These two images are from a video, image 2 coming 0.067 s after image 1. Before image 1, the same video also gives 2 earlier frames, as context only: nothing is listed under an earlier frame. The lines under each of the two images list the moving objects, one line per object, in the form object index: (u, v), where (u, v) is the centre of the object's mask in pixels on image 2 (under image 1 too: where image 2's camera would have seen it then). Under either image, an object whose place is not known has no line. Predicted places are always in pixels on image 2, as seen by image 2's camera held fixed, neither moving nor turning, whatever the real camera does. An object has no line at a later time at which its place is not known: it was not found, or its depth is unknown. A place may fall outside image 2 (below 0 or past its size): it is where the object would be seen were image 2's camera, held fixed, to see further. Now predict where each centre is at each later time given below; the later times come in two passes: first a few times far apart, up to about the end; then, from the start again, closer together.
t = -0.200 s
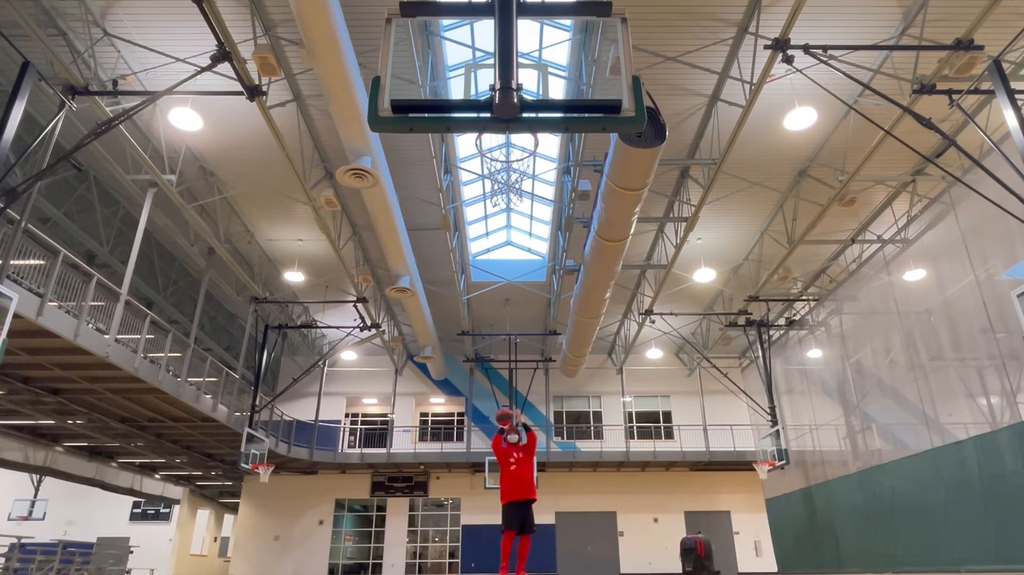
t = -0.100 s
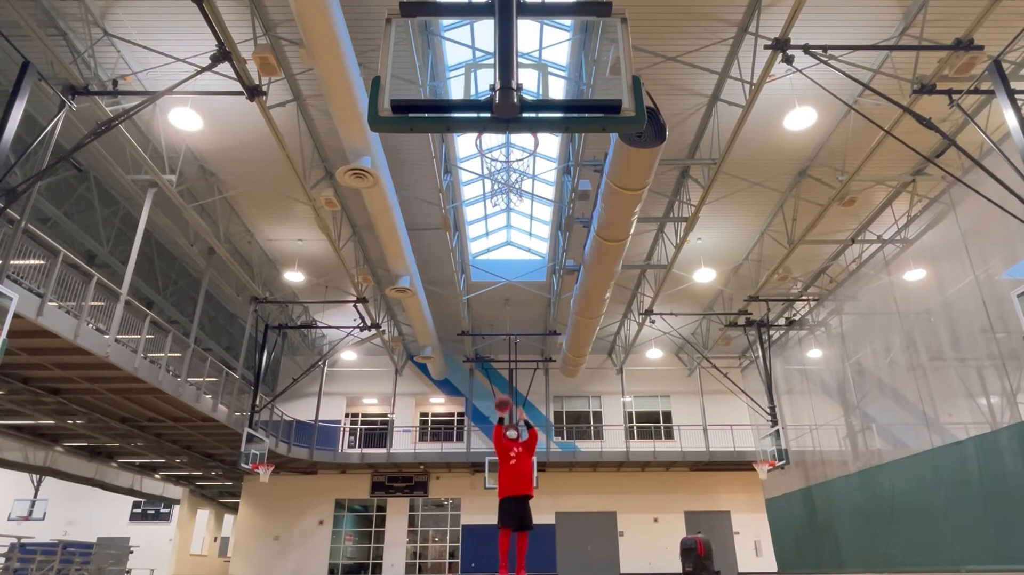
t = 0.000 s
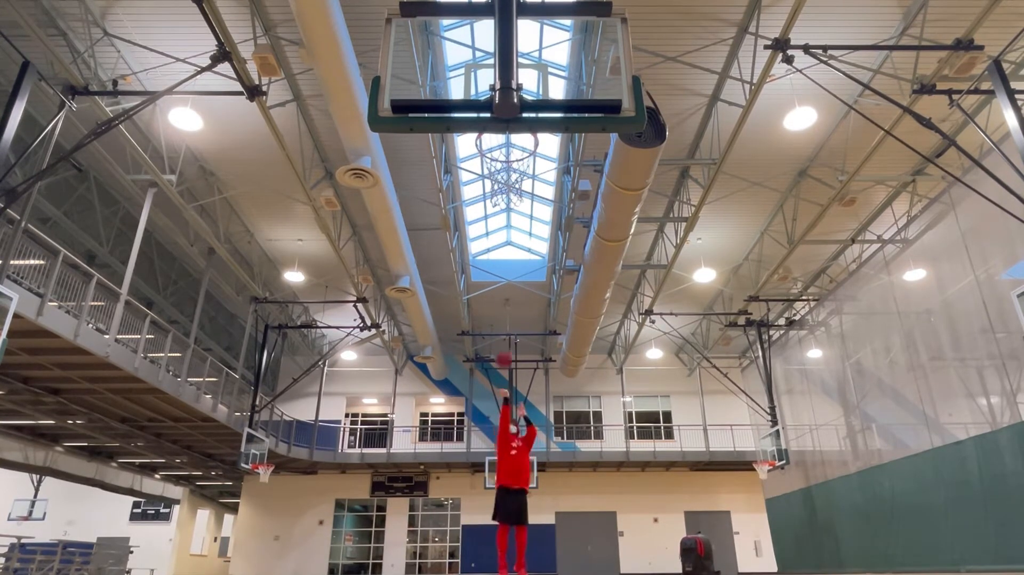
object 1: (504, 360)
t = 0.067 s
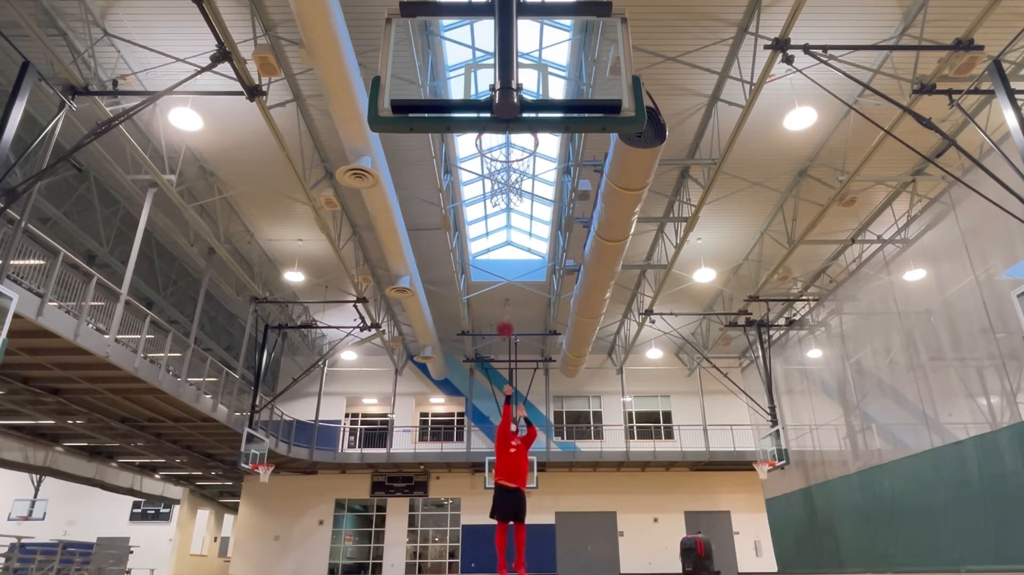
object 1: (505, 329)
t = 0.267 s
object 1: (508, 249)
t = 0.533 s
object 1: (511, 178)
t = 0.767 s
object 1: (515, 148)
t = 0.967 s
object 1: (516, 136)
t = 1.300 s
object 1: (511, 137)
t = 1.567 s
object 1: (500, 143)
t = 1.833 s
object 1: (512, 210)
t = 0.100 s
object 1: (505, 314)
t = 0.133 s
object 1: (506, 300)
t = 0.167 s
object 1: (506, 288)
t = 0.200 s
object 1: (507, 274)
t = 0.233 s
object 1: (507, 261)
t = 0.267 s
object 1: (508, 249)
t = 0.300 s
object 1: (508, 239)
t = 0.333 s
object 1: (509, 228)
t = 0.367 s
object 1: (509, 219)
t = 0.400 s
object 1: (509, 210)
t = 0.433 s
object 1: (510, 201)
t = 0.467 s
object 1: (511, 193)
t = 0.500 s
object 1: (511, 185)
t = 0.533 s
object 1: (511, 178)
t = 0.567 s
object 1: (511, 172)
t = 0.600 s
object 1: (512, 165)
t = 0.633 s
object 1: (512, 160)
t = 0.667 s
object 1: (513, 156)
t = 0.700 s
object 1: (513, 153)
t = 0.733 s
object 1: (514, 150)
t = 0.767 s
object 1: (515, 148)
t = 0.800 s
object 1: (516, 148)
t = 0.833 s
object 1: (516, 148)
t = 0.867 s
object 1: (517, 148)
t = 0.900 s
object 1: (517, 144)
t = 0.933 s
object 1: (516, 139)
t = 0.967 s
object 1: (516, 136)
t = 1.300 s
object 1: (511, 137)
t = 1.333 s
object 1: (511, 141)
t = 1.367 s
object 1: (511, 145)
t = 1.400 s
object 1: (510, 145)
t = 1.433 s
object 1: (508, 144)
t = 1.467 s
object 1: (506, 143)
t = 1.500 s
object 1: (504, 142)
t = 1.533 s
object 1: (502, 142)
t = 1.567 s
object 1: (500, 143)
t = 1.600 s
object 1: (500, 145)
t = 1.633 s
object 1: (502, 149)
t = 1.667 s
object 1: (504, 156)
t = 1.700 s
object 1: (505, 165)
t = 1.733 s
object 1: (507, 175)
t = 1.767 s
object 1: (510, 186)
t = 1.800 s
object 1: (511, 197)
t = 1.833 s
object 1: (512, 210)
